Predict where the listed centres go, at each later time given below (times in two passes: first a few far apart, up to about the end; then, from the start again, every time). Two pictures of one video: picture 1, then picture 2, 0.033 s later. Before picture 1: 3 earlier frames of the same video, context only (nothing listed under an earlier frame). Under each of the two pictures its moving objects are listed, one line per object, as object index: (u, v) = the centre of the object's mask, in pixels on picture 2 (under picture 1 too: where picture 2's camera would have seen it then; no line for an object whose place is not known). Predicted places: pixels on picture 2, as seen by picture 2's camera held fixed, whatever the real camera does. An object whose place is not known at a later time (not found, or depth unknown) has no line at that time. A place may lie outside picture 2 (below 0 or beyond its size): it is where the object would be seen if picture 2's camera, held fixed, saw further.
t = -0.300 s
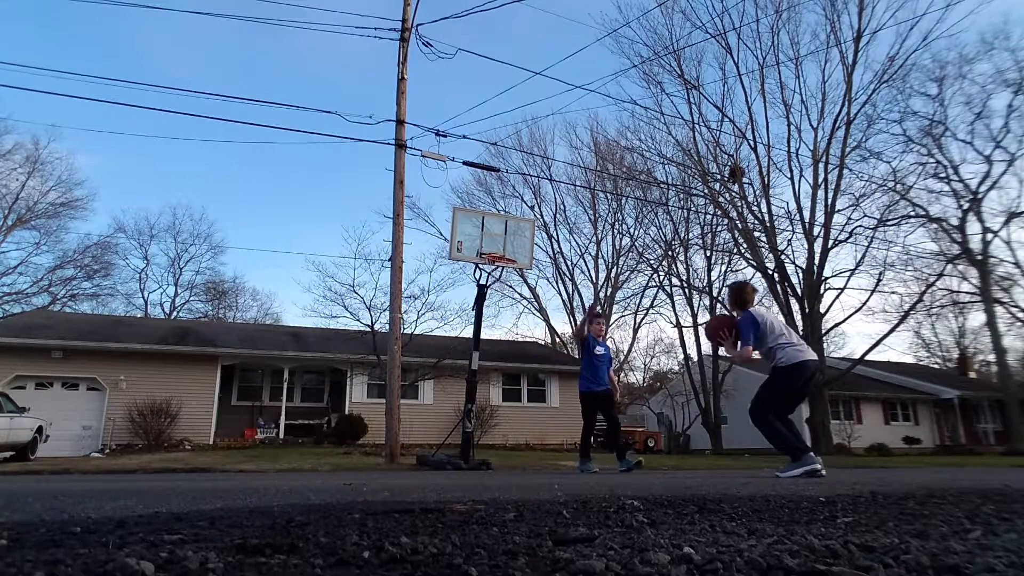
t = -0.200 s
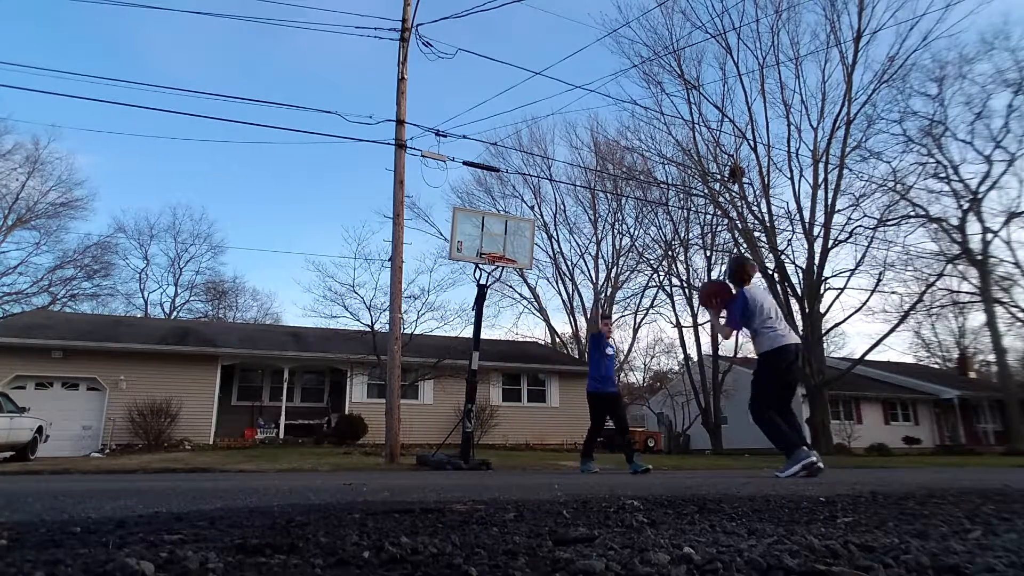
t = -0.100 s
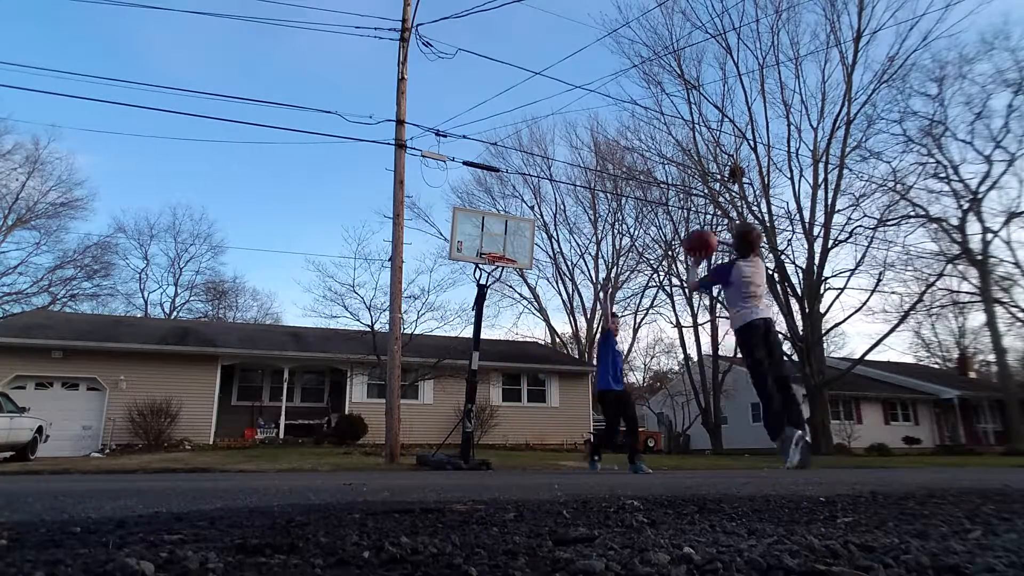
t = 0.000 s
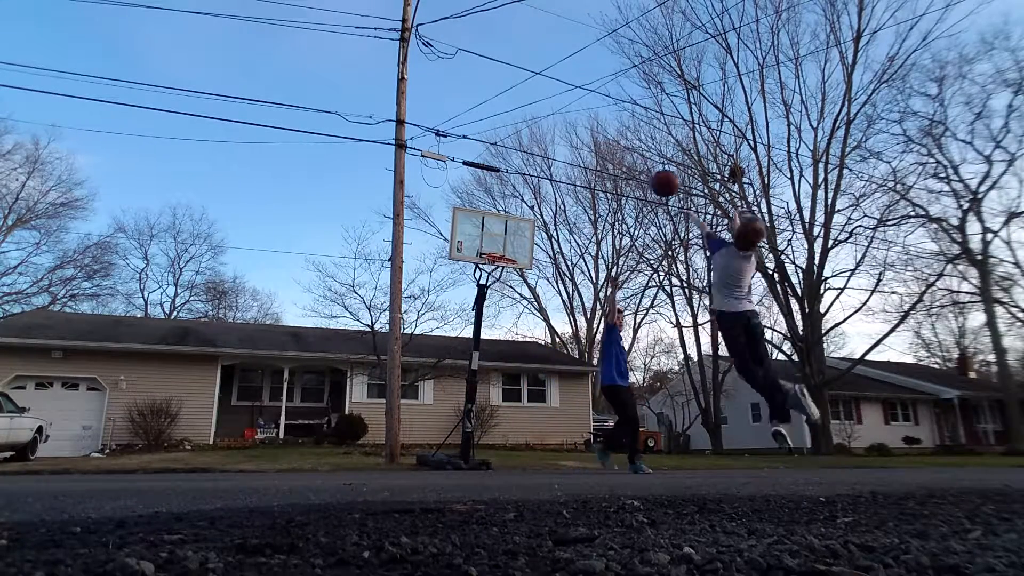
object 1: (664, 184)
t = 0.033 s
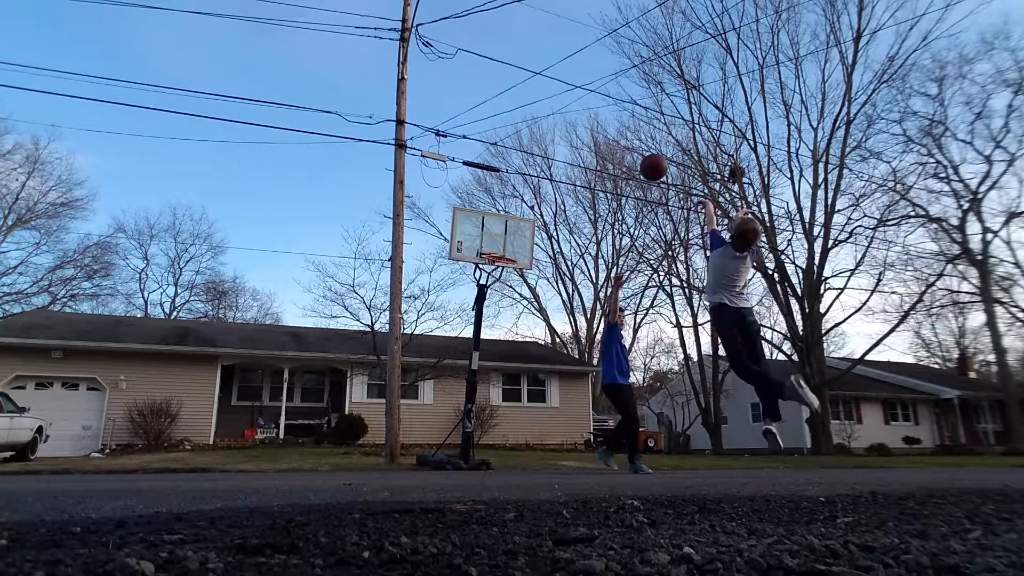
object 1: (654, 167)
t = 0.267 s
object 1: (593, 108)
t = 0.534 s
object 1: (547, 110)
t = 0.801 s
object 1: (513, 158)
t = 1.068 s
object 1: (488, 236)
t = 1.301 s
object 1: (512, 249)
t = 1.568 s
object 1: (538, 256)
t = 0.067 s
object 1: (643, 153)
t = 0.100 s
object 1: (633, 142)
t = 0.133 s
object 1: (624, 132)
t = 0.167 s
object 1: (616, 124)
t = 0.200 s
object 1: (608, 117)
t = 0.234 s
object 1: (601, 112)
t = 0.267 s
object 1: (593, 108)
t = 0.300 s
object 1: (587, 106)
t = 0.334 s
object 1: (580, 104)
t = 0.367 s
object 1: (574, 103)
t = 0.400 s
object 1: (568, 103)
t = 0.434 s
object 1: (562, 103)
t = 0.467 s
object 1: (557, 105)
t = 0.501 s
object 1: (552, 107)
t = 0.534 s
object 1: (547, 110)
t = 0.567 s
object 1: (543, 114)
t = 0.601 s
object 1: (538, 119)
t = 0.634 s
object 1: (533, 124)
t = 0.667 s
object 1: (529, 129)
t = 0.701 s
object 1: (526, 136)
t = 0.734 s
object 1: (521, 143)
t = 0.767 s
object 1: (517, 150)
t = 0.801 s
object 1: (513, 158)
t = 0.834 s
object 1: (509, 167)
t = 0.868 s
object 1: (506, 176)
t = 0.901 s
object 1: (503, 185)
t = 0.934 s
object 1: (499, 195)
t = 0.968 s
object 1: (496, 205)
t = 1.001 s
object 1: (493, 216)
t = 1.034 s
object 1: (489, 228)
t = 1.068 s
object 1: (488, 236)
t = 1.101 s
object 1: (491, 243)
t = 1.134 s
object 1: (493, 249)
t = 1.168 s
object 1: (497, 253)
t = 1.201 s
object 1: (502, 258)
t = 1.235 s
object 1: (506, 255)
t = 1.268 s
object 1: (509, 252)
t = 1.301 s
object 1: (512, 249)
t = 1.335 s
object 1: (515, 248)
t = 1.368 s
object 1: (519, 247)
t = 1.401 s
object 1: (522, 247)
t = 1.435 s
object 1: (525, 247)
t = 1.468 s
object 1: (528, 248)
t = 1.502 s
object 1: (531, 250)
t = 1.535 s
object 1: (534, 252)
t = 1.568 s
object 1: (538, 256)
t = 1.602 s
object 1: (541, 260)
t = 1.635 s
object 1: (543, 265)
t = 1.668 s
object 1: (547, 269)
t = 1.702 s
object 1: (550, 276)
